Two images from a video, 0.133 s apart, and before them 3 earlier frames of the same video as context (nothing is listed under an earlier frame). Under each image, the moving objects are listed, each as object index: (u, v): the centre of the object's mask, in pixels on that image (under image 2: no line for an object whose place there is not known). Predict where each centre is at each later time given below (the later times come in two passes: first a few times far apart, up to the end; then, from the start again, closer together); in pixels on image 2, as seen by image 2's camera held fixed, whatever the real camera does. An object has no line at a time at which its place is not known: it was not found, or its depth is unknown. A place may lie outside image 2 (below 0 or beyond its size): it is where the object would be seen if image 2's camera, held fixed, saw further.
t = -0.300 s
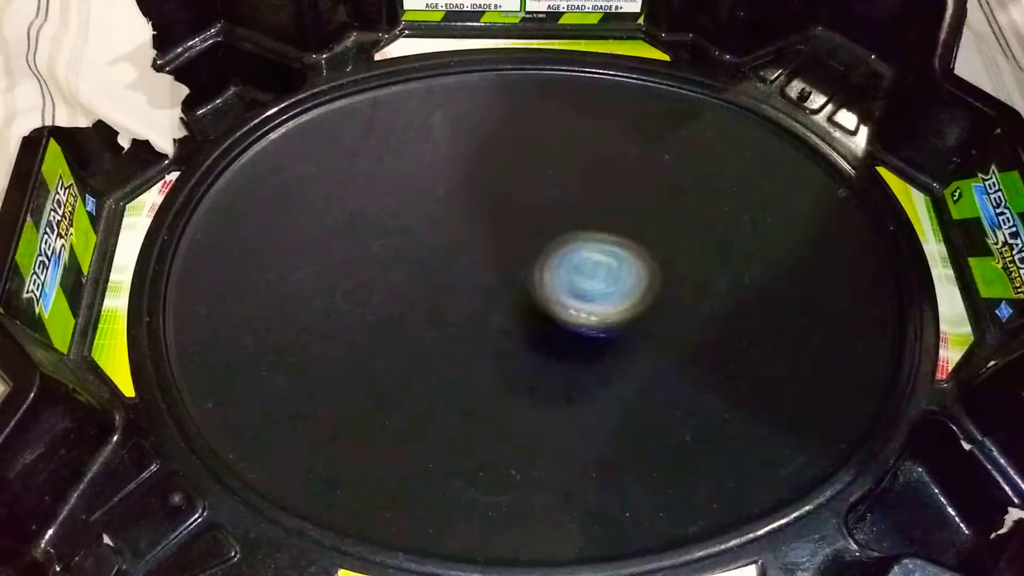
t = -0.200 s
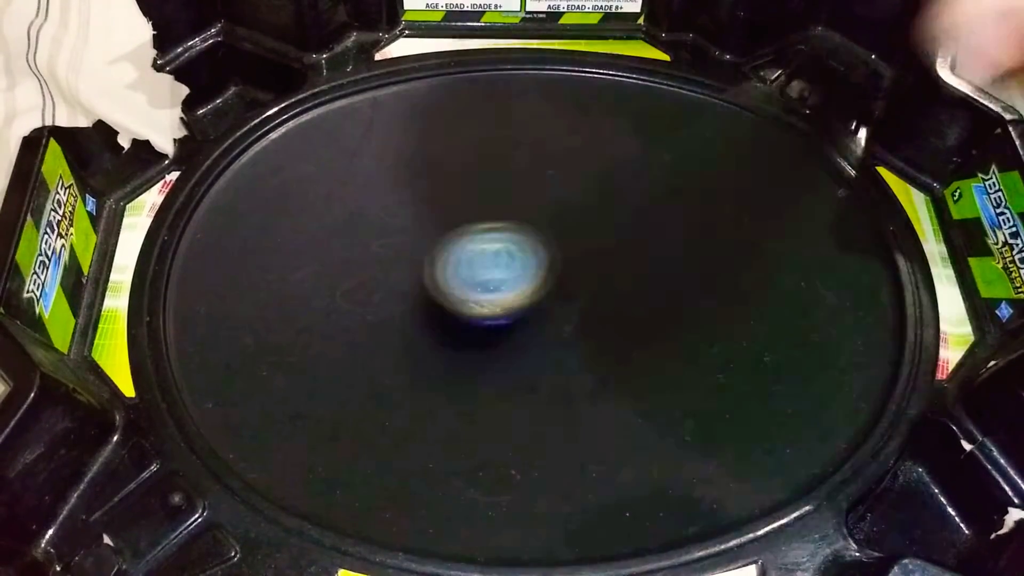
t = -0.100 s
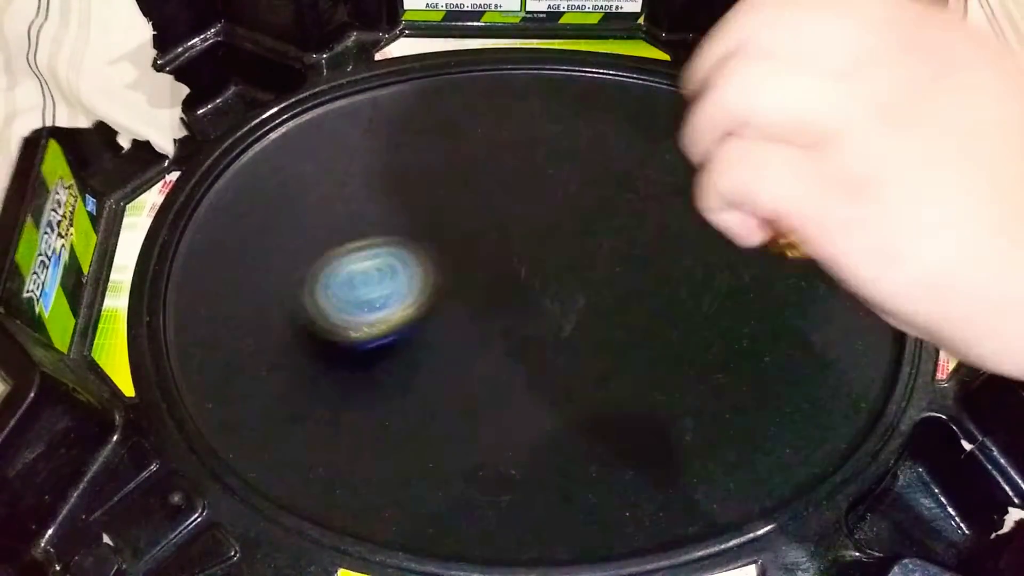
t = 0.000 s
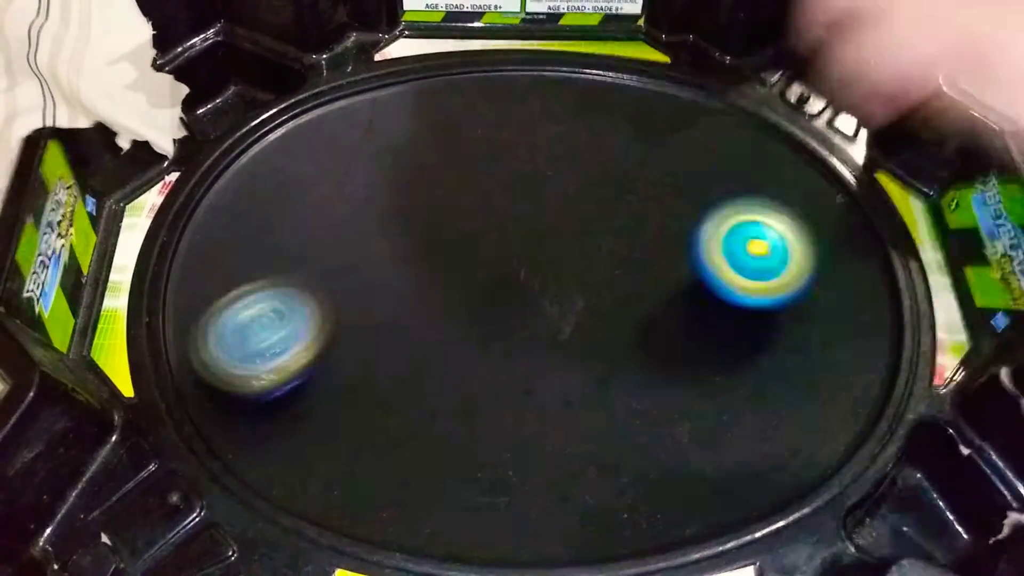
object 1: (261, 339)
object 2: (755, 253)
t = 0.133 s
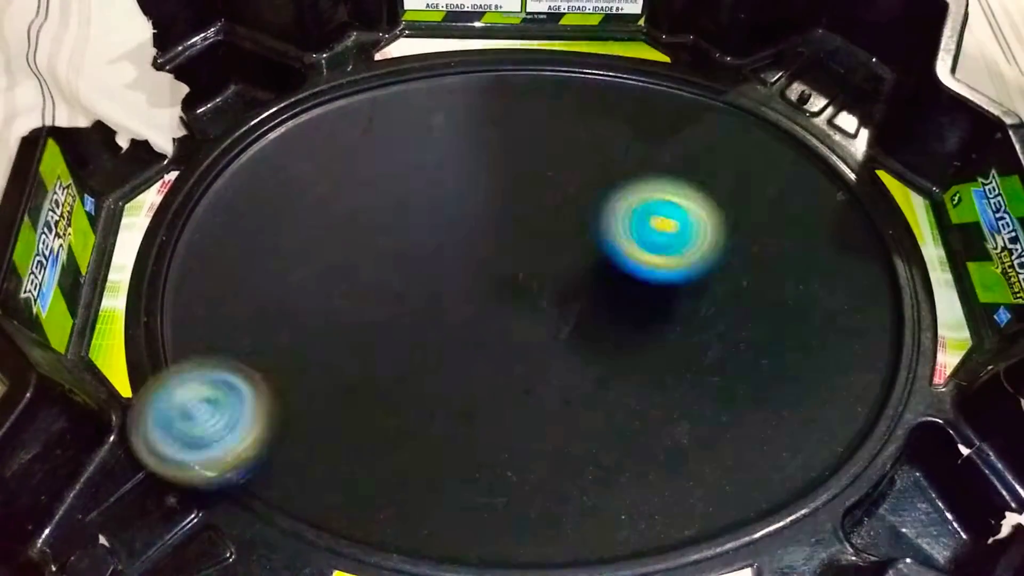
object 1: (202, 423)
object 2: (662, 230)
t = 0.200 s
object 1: (257, 438)
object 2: (594, 205)
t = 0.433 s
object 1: (535, 454)
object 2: (230, 243)
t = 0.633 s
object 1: (643, 278)
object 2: (274, 507)
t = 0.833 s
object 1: (560, 138)
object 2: (689, 369)
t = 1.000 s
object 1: (413, 149)
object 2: (849, 116)
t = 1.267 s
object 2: (663, 111)
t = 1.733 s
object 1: (723, 185)
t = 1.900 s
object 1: (648, 64)
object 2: (483, 454)
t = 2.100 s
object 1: (416, 125)
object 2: (794, 231)
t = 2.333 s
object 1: (206, 428)
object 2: (692, 110)
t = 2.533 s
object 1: (570, 485)
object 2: (378, 342)
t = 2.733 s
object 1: (800, 271)
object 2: (309, 506)
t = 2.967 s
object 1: (673, 69)
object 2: (605, 413)
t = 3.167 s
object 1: (366, 133)
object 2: (774, 198)
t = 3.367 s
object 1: (165, 417)
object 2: (596, 58)
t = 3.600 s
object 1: (438, 457)
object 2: (151, 259)
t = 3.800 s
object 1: (626, 278)
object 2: (469, 471)
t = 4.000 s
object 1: (586, 121)
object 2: (884, 293)
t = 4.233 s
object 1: (383, 143)
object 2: (646, 170)
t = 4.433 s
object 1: (96, 319)
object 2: (413, 316)
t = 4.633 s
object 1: (295, 347)
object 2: (529, 514)
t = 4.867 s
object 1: (549, 280)
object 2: (737, 379)
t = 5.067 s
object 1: (580, 121)
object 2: (659, 259)
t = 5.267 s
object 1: (431, 65)
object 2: (420, 319)
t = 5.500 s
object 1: (296, 240)
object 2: (330, 491)
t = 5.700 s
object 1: (373, 365)
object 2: (595, 513)
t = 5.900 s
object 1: (353, 120)
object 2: (834, 307)
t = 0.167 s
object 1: (226, 432)
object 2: (630, 218)
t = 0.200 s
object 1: (257, 438)
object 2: (594, 205)
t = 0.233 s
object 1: (295, 443)
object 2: (554, 191)
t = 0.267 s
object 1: (332, 451)
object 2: (506, 181)
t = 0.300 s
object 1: (372, 458)
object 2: (454, 176)
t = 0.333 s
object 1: (412, 463)
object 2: (399, 179)
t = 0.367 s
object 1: (453, 466)
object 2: (342, 190)
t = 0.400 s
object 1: (495, 464)
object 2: (285, 211)
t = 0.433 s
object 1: (535, 454)
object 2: (230, 243)
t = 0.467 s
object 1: (572, 436)
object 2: (187, 286)
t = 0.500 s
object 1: (604, 411)
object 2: (150, 340)
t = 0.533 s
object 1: (626, 380)
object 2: (158, 396)
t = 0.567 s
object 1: (639, 348)
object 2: (179, 455)
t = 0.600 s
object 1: (643, 313)
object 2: (214, 500)
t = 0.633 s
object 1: (643, 278)
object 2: (274, 507)
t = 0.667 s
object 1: (638, 241)
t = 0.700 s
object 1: (628, 214)
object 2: (403, 482)
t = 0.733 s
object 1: (615, 187)
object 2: (474, 462)
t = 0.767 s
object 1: (599, 166)
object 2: (547, 437)
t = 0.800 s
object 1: (581, 151)
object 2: (620, 407)
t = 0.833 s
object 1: (560, 138)
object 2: (689, 369)
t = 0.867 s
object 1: (536, 130)
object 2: (748, 322)
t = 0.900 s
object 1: (509, 126)
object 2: (798, 269)
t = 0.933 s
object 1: (480, 128)
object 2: (833, 218)
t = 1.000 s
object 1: (413, 149)
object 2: (849, 116)
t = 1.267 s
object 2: (663, 111)
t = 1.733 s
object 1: (723, 185)
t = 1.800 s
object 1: (707, 122)
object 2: (316, 494)
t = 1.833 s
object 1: (692, 97)
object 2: (367, 487)
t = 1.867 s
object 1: (670, 80)
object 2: (422, 473)
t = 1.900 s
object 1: (648, 64)
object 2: (483, 454)
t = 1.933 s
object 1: (617, 58)
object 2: (545, 432)
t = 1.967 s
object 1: (582, 59)
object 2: (609, 404)
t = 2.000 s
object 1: (543, 66)
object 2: (670, 369)
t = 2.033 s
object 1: (501, 81)
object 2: (724, 327)
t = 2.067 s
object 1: (460, 98)
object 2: (766, 279)
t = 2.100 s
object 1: (416, 125)
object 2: (794, 231)
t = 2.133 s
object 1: (368, 158)
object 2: (813, 183)
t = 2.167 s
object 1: (322, 192)
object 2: (821, 133)
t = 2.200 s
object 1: (279, 234)
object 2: (804, 92)
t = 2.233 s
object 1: (238, 285)
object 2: (779, 71)
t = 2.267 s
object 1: (209, 342)
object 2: (752, 56)
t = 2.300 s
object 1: (192, 393)
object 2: (727, 76)
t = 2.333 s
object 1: (206, 428)
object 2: (692, 110)
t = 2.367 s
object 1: (253, 456)
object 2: (651, 139)
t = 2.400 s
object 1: (308, 475)
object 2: (604, 169)
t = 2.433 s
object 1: (369, 489)
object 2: (546, 203)
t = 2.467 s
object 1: (434, 496)
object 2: (489, 242)
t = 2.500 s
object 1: (502, 495)
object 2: (433, 289)
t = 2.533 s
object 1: (570, 485)
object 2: (378, 342)
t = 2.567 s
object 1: (630, 467)
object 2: (331, 396)
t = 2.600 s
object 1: (686, 435)
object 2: (289, 454)
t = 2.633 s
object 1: (733, 399)
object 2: (263, 495)
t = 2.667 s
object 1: (765, 360)
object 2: (260, 509)
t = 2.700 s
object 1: (787, 314)
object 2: (281, 506)
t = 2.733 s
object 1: (800, 271)
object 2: (309, 506)
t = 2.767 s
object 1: (802, 229)
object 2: (339, 502)
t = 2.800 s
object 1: (794, 192)
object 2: (374, 494)
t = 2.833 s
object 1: (780, 156)
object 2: (413, 480)
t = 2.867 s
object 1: (761, 128)
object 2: (458, 465)
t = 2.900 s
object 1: (735, 102)
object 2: (504, 449)
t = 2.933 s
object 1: (706, 81)
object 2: (554, 432)
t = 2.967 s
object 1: (673, 69)
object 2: (605, 413)
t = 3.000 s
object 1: (630, 62)
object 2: (656, 389)
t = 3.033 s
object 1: (580, 66)
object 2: (700, 357)
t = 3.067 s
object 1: (532, 72)
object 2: (736, 320)
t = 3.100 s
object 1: (478, 89)
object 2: (760, 279)
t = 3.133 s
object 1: (425, 106)
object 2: (772, 238)
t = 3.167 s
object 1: (366, 133)
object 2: (774, 198)
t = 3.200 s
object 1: (312, 166)
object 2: (764, 163)
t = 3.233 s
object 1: (255, 209)
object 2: (747, 128)
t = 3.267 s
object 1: (204, 258)
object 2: (720, 99)
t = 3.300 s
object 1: (169, 309)
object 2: (689, 75)
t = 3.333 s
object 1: (154, 365)
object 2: (647, 59)
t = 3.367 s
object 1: (165, 417)
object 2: (596, 58)
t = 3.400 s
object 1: (176, 467)
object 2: (539, 64)
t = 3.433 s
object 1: (200, 503)
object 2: (481, 73)
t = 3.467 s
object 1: (245, 512)
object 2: (413, 94)
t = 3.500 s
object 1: (296, 502)
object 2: (344, 114)
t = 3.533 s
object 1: (342, 491)
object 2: (267, 152)
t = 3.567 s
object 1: (390, 477)
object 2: (205, 201)
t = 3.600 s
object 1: (438, 457)
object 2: (151, 259)
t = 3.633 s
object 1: (486, 435)
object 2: (119, 341)
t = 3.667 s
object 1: (528, 405)
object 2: (166, 376)
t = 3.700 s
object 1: (562, 376)
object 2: (220, 411)
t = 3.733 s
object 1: (592, 345)
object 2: (293, 442)
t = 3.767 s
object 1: (613, 311)
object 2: (379, 462)
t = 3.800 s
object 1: (626, 278)
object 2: (469, 471)
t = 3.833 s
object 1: (633, 243)
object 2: (560, 466)
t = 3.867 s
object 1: (633, 212)
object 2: (648, 449)
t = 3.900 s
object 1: (627, 184)
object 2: (725, 420)
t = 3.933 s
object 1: (617, 158)
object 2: (793, 383)
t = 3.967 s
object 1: (603, 137)
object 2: (845, 339)
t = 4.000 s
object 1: (586, 121)
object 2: (884, 293)
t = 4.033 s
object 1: (563, 110)
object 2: (904, 238)
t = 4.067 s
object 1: (538, 102)
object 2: (907, 188)
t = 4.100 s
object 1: (511, 101)
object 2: (888, 160)
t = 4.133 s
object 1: (484, 104)
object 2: (833, 160)
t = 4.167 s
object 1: (451, 113)
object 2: (771, 170)
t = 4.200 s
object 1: (418, 124)
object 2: (711, 169)
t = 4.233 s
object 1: (383, 143)
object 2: (646, 170)
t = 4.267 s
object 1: (350, 162)
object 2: (578, 176)
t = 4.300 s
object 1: (320, 186)
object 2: (508, 190)
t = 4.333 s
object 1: (294, 217)
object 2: (441, 209)
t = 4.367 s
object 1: (245, 245)
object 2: (403, 237)
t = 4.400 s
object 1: (158, 276)
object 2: (410, 274)
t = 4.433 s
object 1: (96, 319)
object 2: (413, 316)
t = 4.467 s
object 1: (121, 325)
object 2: (415, 361)
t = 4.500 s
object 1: (153, 322)
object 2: (418, 411)
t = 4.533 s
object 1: (192, 329)
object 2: (431, 464)
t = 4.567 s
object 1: (223, 336)
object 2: (454, 500)
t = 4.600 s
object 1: (256, 342)
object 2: (491, 515)
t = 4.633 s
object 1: (295, 347)
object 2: (529, 514)
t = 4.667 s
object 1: (335, 348)
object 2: (568, 514)
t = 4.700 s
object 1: (375, 347)
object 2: (605, 503)
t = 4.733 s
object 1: (415, 341)
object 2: (639, 484)
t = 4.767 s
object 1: (454, 331)
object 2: (672, 461)
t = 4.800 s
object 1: (489, 318)
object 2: (702, 438)
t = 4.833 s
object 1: (522, 299)
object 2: (725, 410)
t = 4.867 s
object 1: (549, 280)
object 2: (737, 379)
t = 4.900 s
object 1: (572, 259)
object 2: (738, 347)
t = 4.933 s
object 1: (591, 237)
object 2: (729, 315)
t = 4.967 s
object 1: (604, 214)
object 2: (710, 285)
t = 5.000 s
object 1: (604, 184)
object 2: (698, 271)
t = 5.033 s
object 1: (593, 148)
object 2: (682, 264)
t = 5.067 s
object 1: (580, 121)
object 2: (659, 259)
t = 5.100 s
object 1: (561, 97)
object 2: (626, 257)
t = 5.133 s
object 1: (539, 79)
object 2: (587, 260)
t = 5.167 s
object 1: (515, 67)
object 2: (547, 266)
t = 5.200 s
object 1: (488, 61)
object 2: (504, 279)
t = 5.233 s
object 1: (461, 59)
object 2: (462, 297)
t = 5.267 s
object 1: (431, 65)
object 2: (420, 319)
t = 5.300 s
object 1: (402, 77)
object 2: (381, 345)
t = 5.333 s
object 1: (374, 94)
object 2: (346, 376)
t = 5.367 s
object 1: (348, 113)
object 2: (318, 410)
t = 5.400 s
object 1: (326, 139)
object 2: (299, 445)
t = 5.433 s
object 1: (311, 171)
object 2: (288, 478)
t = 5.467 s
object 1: (300, 206)
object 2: (305, 484)
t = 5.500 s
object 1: (296, 240)
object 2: (330, 491)
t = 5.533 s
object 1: (299, 279)
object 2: (358, 493)
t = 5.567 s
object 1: (309, 314)
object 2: (387, 493)
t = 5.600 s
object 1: (325, 347)
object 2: (419, 494)
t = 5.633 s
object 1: (349, 378)
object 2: (456, 491)
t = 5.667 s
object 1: (376, 400)
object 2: (506, 493)
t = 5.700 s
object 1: (373, 365)
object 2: (595, 513)
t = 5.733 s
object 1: (364, 313)
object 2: (701, 518)
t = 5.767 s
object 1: (353, 269)
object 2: (788, 512)
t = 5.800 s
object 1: (346, 212)
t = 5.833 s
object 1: (348, 176)
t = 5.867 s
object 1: (350, 151)
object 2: (839, 359)
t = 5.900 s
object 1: (353, 120)
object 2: (834, 307)
